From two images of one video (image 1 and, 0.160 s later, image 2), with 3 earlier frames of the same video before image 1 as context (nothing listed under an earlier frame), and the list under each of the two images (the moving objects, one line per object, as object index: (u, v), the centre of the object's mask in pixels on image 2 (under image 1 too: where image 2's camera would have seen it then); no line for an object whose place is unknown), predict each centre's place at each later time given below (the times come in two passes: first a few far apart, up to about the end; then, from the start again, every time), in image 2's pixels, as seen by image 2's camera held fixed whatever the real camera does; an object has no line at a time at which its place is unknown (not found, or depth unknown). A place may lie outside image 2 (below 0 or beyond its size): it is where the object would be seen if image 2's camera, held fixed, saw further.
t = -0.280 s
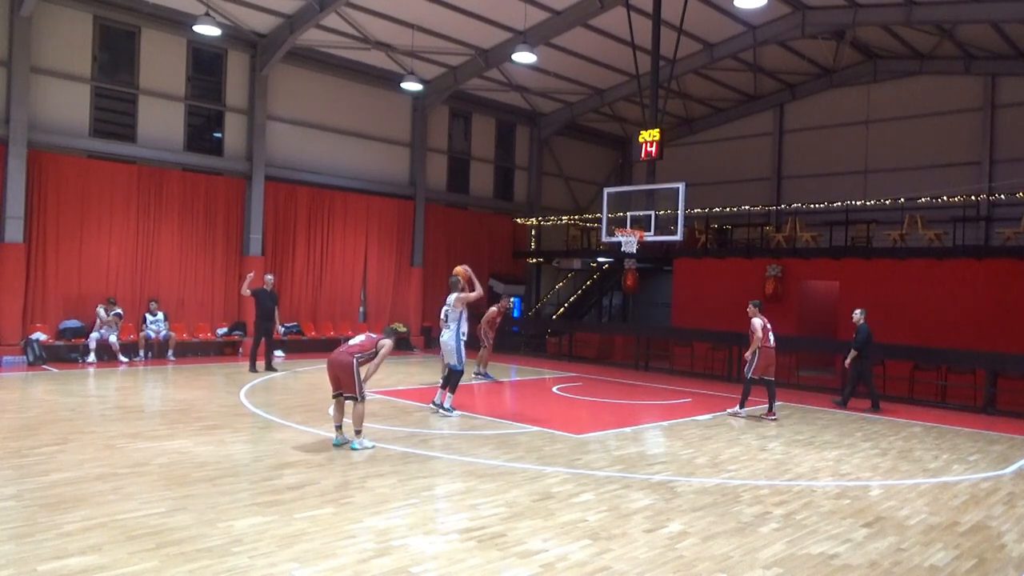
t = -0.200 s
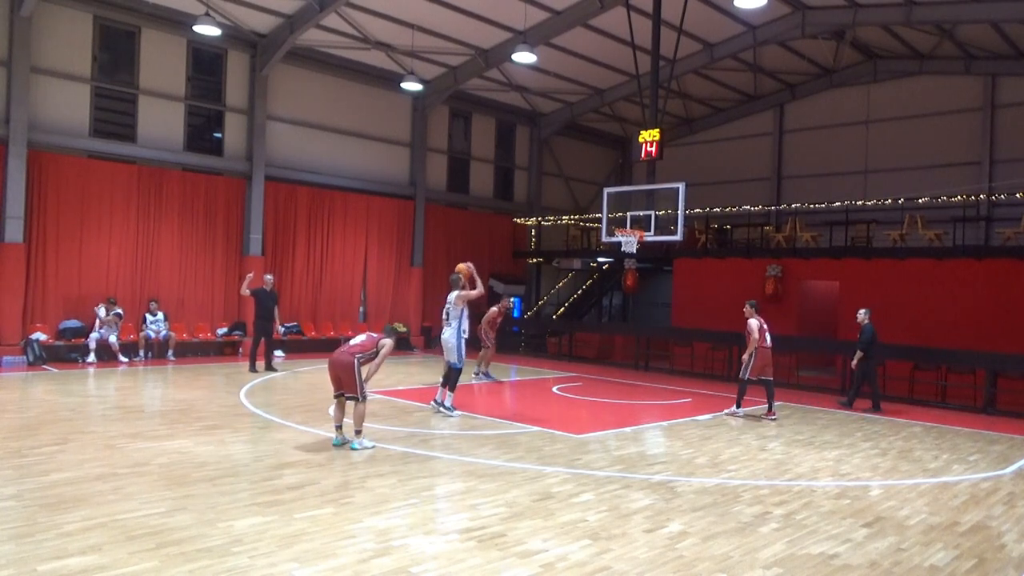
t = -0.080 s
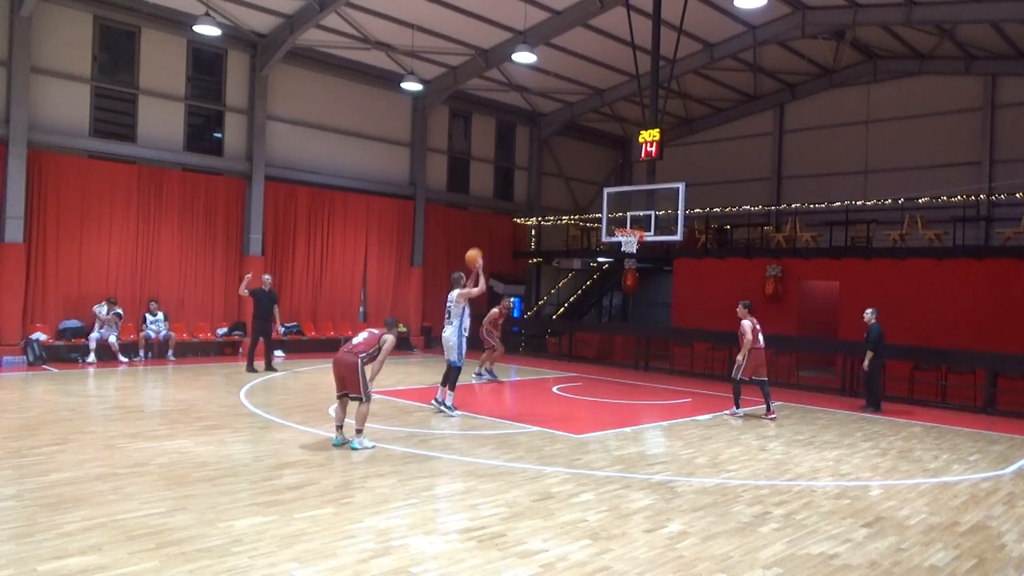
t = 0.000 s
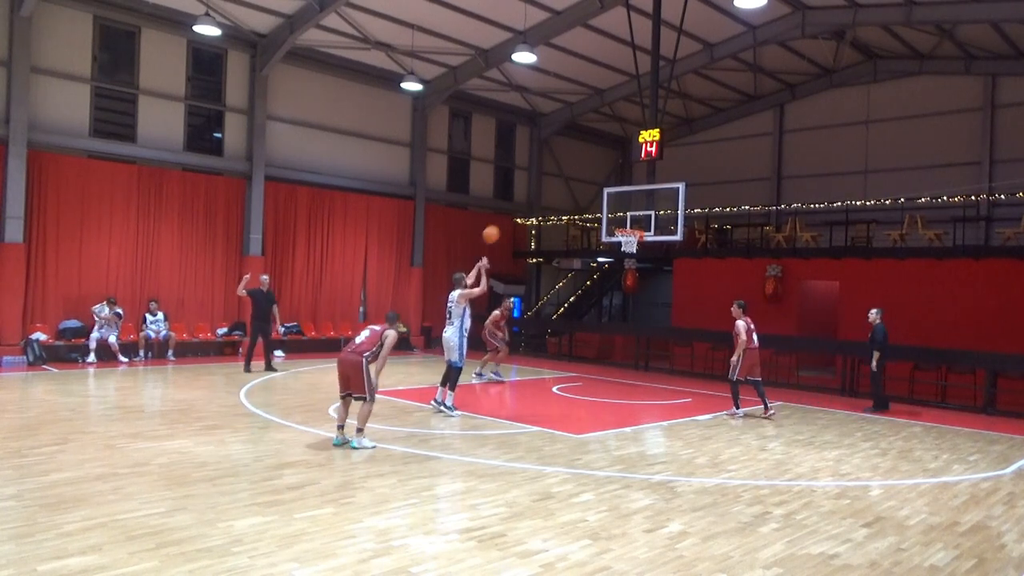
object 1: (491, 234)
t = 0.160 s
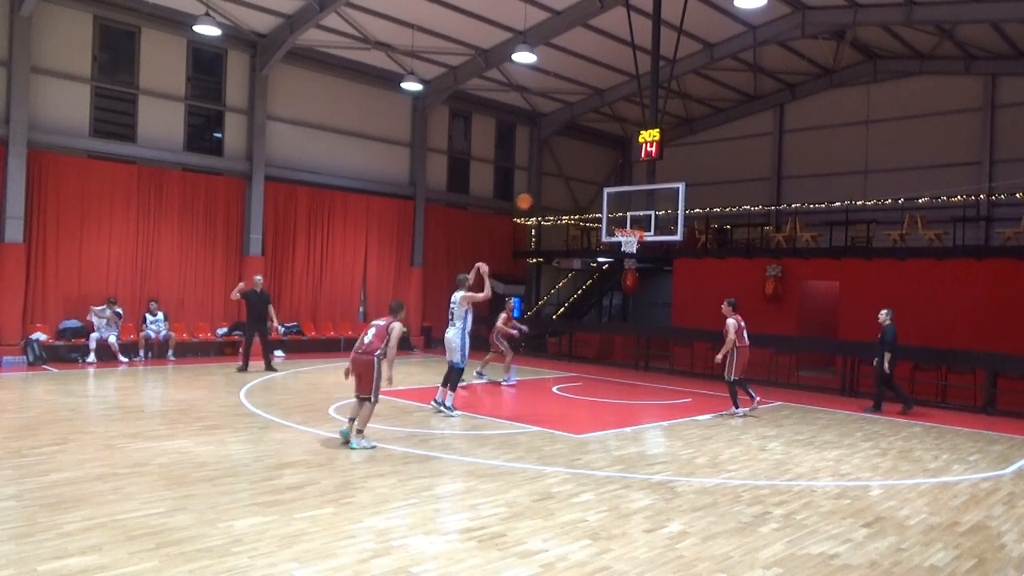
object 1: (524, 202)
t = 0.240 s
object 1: (539, 192)
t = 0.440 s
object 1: (574, 184)
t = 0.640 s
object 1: (604, 198)
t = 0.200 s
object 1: (532, 196)
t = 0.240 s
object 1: (539, 192)
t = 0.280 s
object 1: (547, 188)
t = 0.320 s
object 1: (553, 186)
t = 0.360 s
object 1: (560, 184)
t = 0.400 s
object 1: (567, 184)
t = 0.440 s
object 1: (574, 184)
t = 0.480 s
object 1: (580, 185)
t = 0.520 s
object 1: (586, 187)
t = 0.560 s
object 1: (592, 190)
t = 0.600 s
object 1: (597, 193)
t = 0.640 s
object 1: (604, 198)
